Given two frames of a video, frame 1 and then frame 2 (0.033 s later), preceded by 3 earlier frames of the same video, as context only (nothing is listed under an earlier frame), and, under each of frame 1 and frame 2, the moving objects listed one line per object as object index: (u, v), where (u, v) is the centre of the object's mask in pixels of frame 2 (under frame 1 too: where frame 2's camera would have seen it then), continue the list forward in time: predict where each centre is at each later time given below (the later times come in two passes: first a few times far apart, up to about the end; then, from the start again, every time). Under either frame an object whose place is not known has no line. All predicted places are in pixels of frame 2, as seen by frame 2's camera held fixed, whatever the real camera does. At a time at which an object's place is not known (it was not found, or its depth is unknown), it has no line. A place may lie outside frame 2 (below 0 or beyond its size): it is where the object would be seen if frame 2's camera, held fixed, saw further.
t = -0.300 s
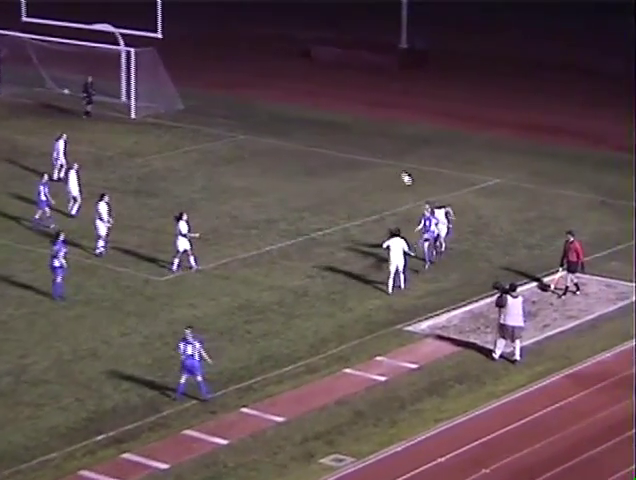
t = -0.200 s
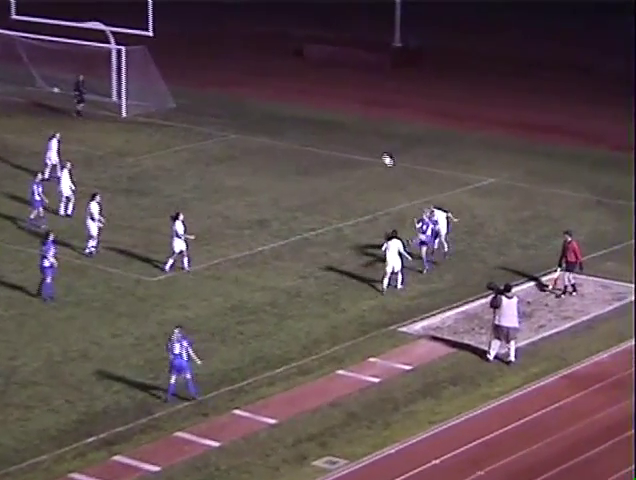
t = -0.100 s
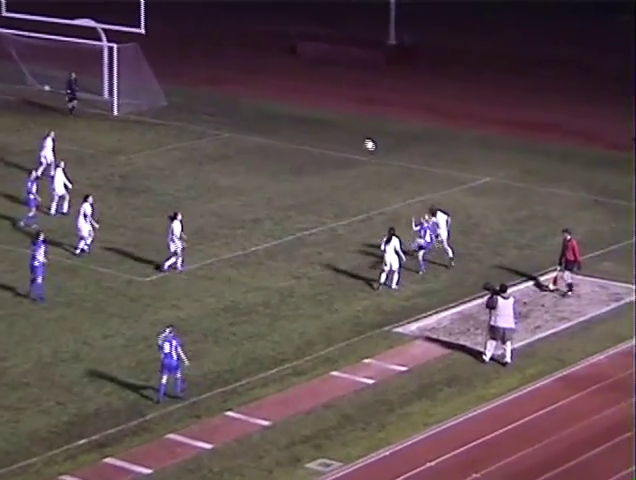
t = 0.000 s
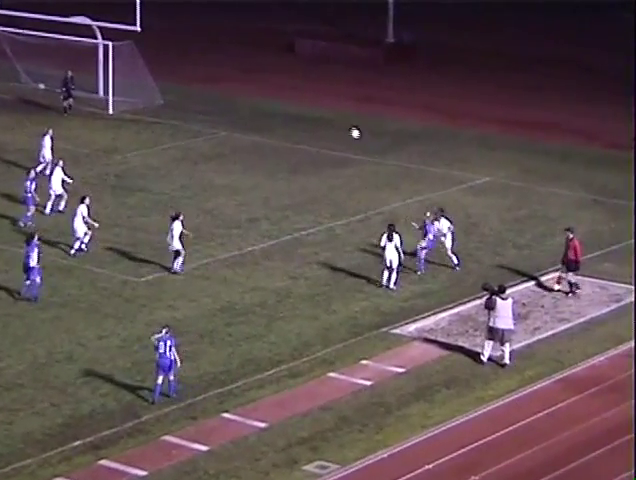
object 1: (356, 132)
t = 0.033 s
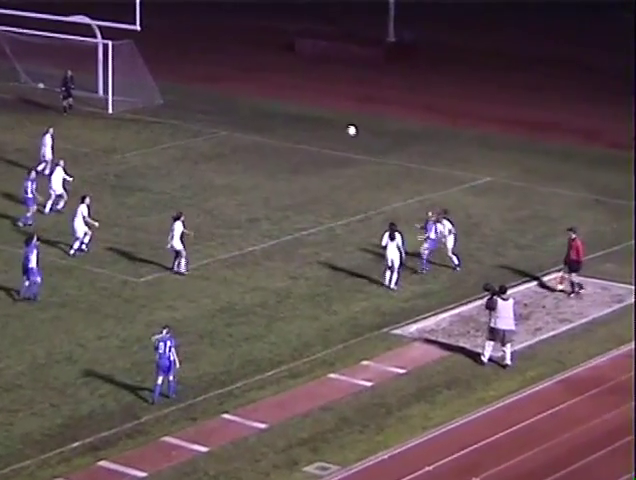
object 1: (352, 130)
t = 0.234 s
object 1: (330, 121)
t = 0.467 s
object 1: (304, 131)
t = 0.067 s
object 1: (348, 128)
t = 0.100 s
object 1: (344, 126)
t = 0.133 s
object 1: (341, 124)
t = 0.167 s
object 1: (337, 123)
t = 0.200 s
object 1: (334, 122)
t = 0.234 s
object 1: (330, 121)
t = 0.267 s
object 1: (326, 122)
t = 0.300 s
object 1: (323, 122)
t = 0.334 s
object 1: (319, 123)
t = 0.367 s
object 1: (315, 124)
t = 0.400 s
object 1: (312, 126)
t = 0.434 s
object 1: (308, 129)
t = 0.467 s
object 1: (304, 131)
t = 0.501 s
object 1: (301, 135)
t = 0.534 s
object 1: (297, 138)
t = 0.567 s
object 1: (294, 143)
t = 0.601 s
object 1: (290, 147)
